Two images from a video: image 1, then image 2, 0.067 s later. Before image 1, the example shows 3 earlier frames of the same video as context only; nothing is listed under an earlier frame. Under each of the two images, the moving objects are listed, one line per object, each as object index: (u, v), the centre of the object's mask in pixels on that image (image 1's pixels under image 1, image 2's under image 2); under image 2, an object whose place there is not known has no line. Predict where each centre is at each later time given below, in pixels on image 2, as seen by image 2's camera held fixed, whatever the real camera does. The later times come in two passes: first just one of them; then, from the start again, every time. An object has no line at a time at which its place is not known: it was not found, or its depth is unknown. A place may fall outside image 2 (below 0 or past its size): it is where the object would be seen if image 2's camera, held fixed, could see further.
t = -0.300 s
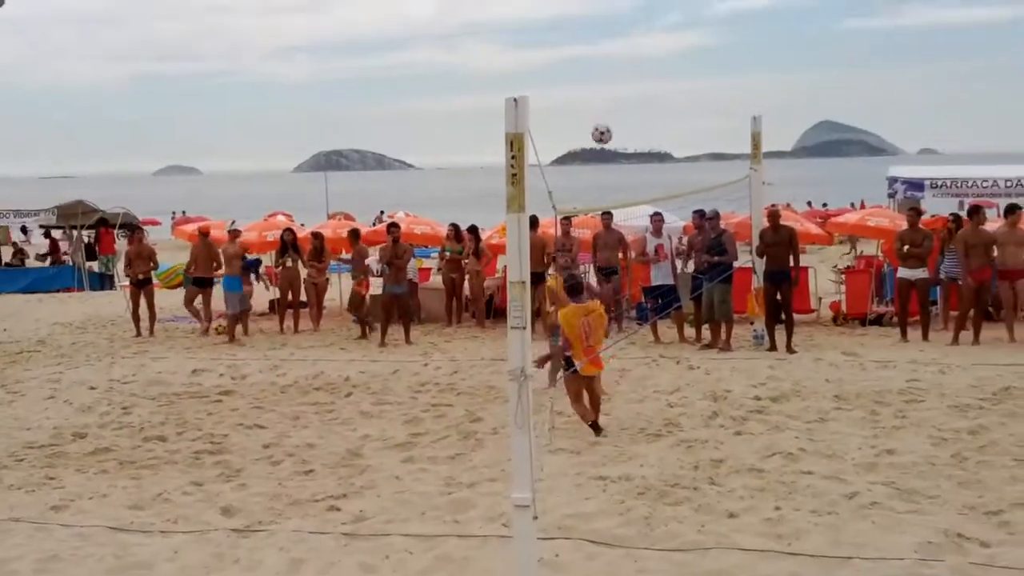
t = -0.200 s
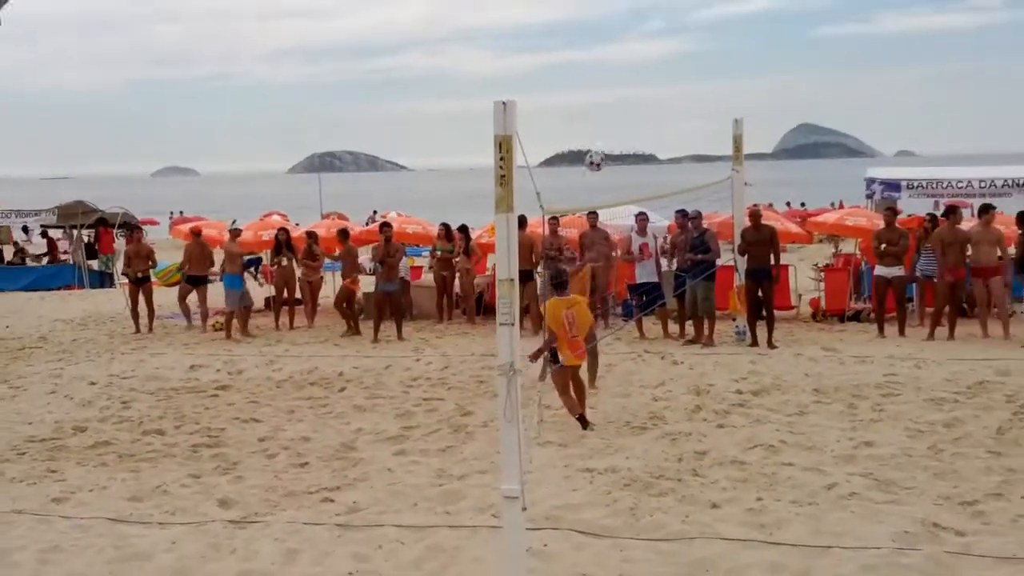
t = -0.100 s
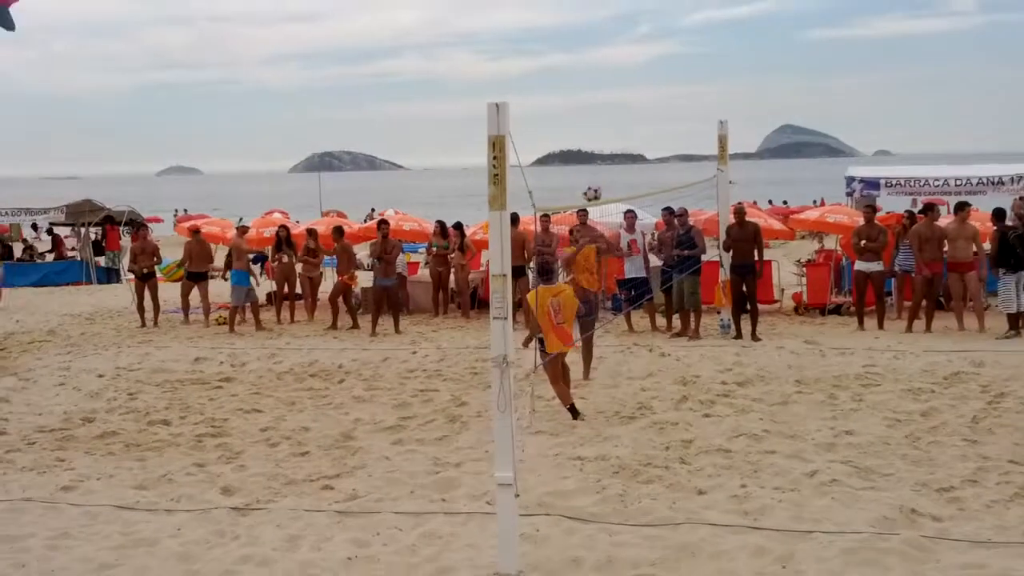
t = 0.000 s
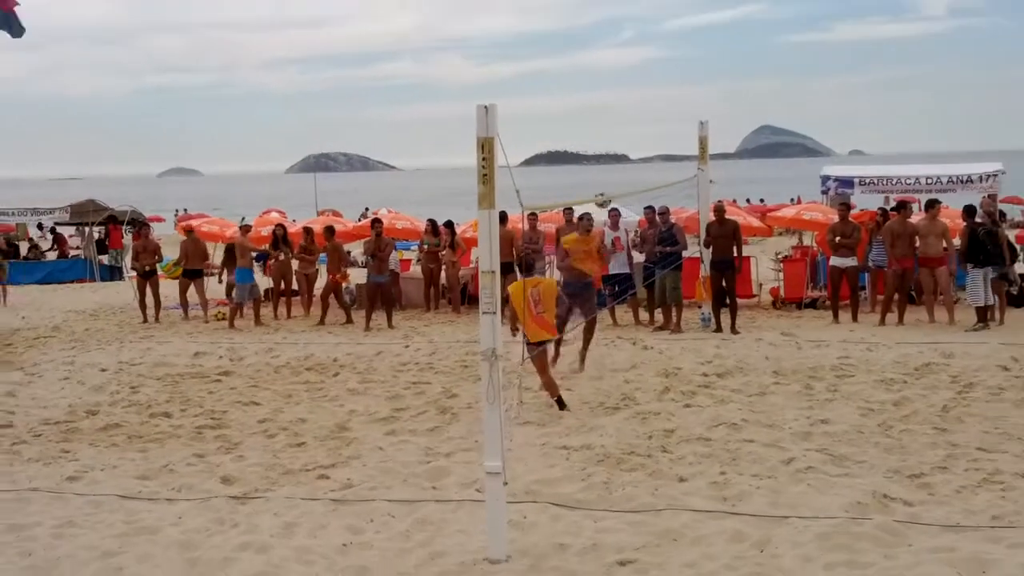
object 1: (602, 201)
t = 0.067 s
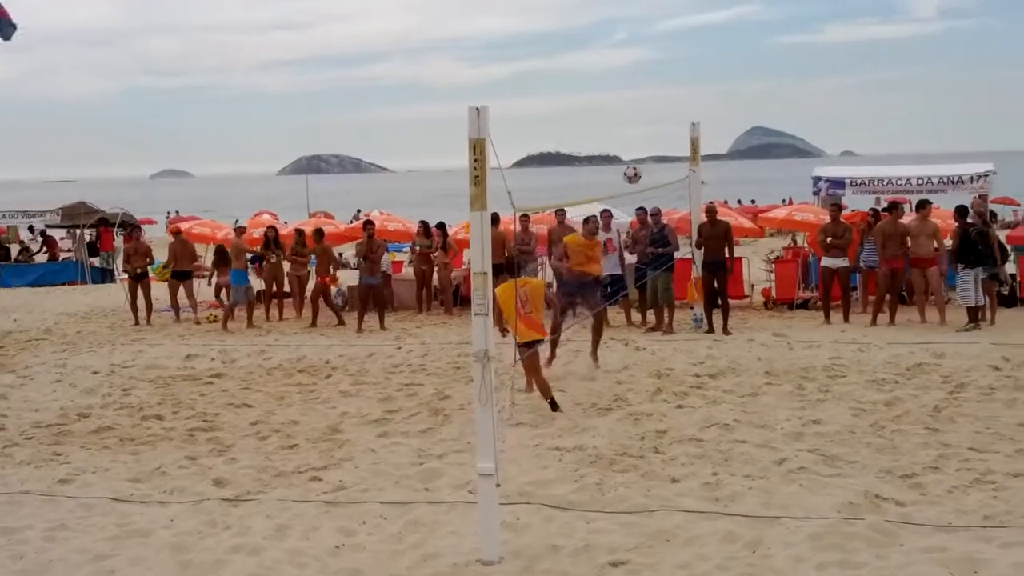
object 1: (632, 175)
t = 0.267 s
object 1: (744, 113)
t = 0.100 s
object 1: (647, 165)
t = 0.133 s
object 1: (667, 152)
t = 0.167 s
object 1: (687, 141)
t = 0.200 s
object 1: (707, 131)
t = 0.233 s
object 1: (724, 122)
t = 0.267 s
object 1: (744, 113)
